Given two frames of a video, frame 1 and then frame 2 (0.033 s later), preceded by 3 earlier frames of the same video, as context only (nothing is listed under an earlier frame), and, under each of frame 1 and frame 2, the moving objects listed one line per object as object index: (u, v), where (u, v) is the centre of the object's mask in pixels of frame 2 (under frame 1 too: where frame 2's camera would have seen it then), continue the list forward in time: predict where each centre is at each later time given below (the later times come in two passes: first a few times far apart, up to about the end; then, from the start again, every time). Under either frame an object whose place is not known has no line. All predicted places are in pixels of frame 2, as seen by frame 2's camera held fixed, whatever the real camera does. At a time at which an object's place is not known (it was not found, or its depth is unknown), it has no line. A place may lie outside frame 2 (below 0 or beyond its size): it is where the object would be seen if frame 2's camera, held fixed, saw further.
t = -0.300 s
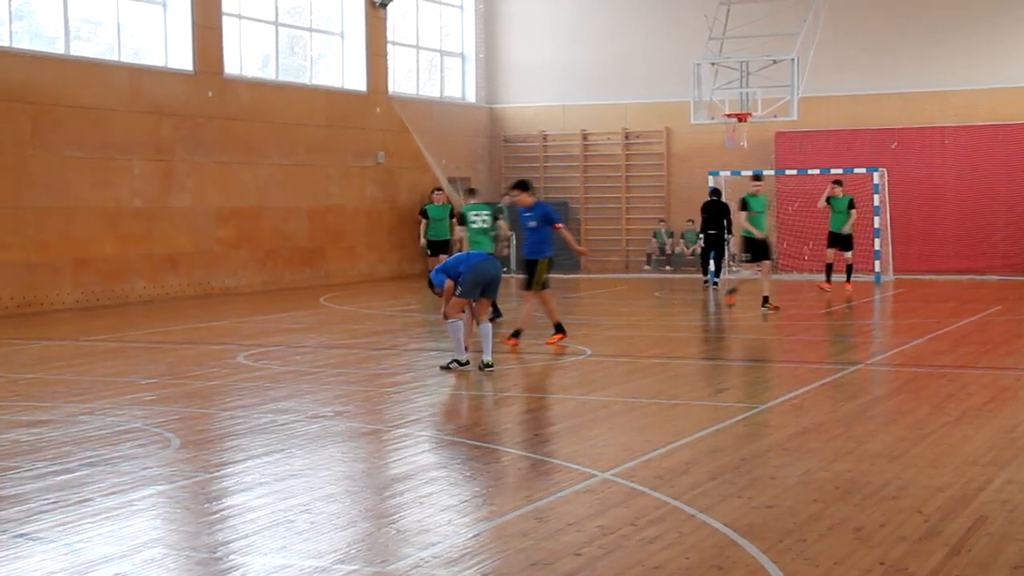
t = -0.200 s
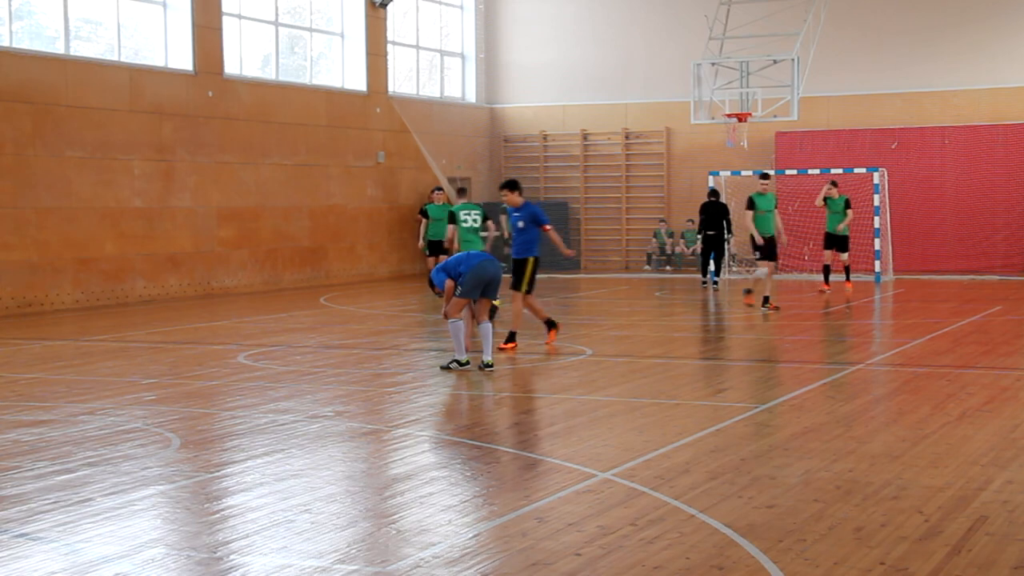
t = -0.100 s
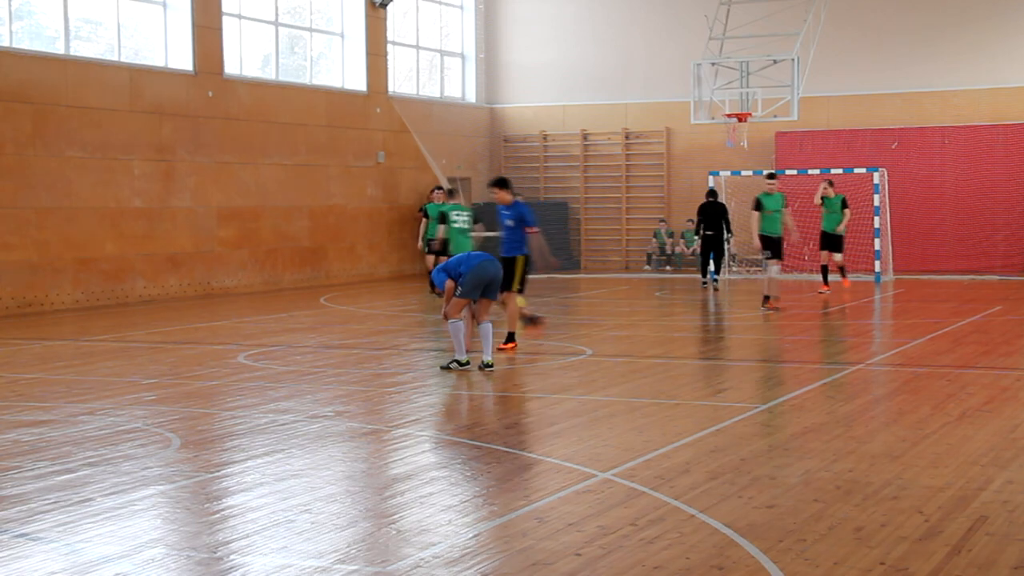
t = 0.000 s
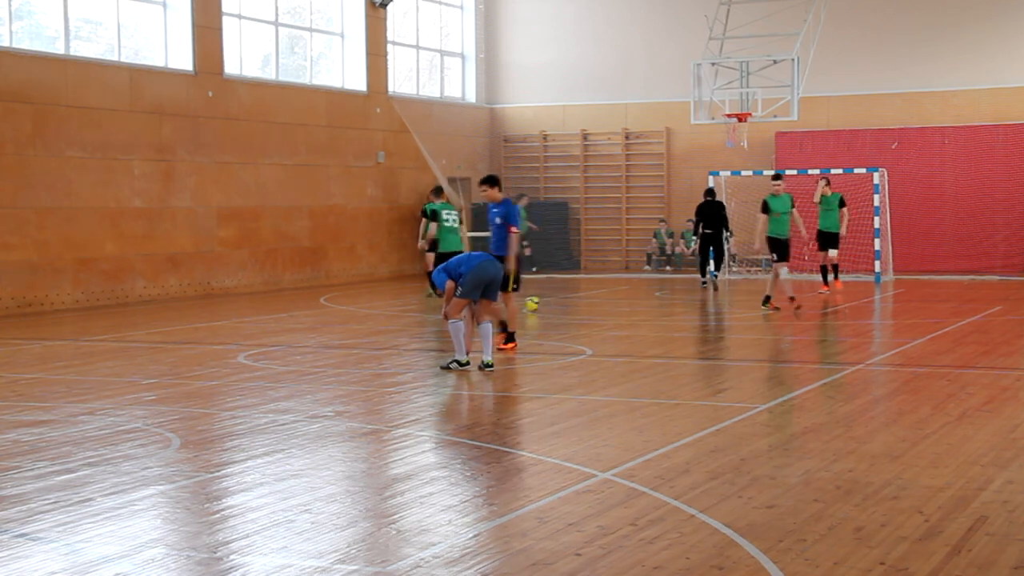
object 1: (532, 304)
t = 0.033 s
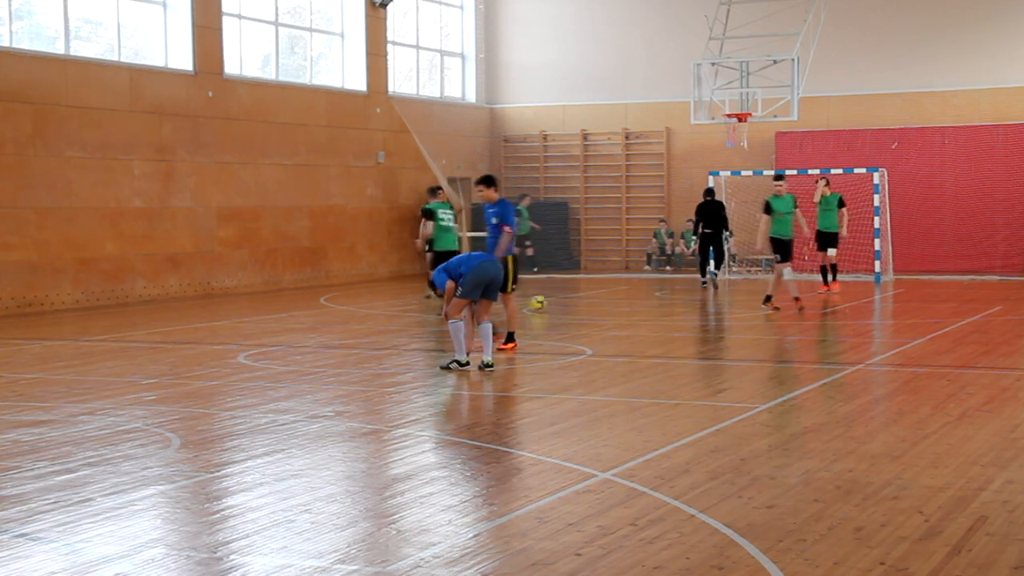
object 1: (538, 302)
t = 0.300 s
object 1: (572, 301)
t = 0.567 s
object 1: (596, 299)
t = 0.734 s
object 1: (612, 298)
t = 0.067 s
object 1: (543, 301)
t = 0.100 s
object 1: (549, 302)
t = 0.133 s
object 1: (554, 302)
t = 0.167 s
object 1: (557, 302)
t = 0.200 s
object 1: (561, 301)
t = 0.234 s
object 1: (565, 301)
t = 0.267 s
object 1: (569, 301)
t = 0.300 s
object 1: (572, 301)
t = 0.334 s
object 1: (576, 301)
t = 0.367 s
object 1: (579, 301)
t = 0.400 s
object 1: (582, 300)
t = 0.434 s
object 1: (586, 300)
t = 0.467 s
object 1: (588, 300)
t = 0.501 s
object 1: (592, 299)
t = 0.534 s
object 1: (594, 299)
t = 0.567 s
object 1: (596, 299)
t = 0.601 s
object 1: (600, 299)
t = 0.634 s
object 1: (604, 298)
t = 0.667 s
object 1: (607, 298)
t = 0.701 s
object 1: (610, 298)
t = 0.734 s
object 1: (612, 298)
